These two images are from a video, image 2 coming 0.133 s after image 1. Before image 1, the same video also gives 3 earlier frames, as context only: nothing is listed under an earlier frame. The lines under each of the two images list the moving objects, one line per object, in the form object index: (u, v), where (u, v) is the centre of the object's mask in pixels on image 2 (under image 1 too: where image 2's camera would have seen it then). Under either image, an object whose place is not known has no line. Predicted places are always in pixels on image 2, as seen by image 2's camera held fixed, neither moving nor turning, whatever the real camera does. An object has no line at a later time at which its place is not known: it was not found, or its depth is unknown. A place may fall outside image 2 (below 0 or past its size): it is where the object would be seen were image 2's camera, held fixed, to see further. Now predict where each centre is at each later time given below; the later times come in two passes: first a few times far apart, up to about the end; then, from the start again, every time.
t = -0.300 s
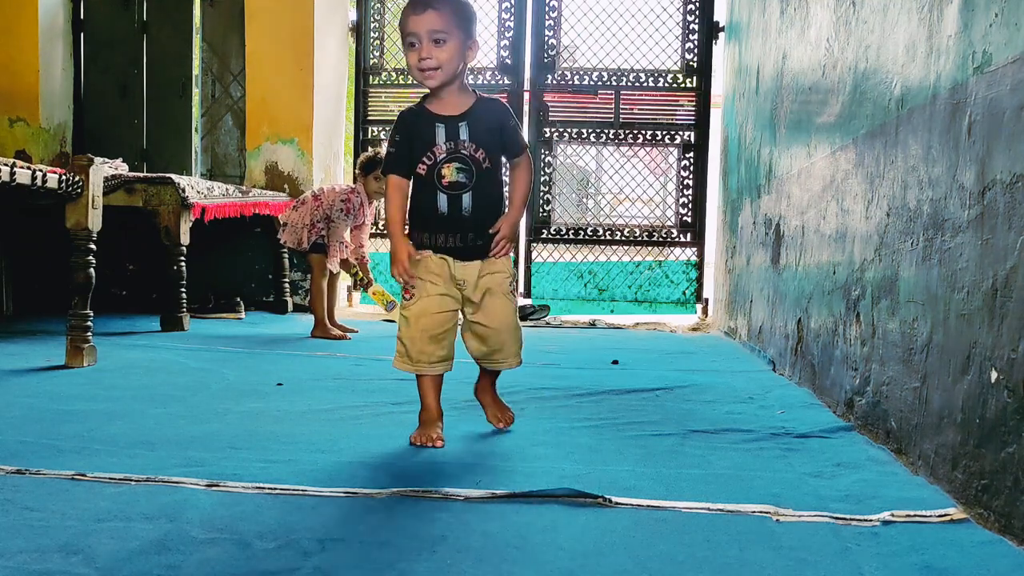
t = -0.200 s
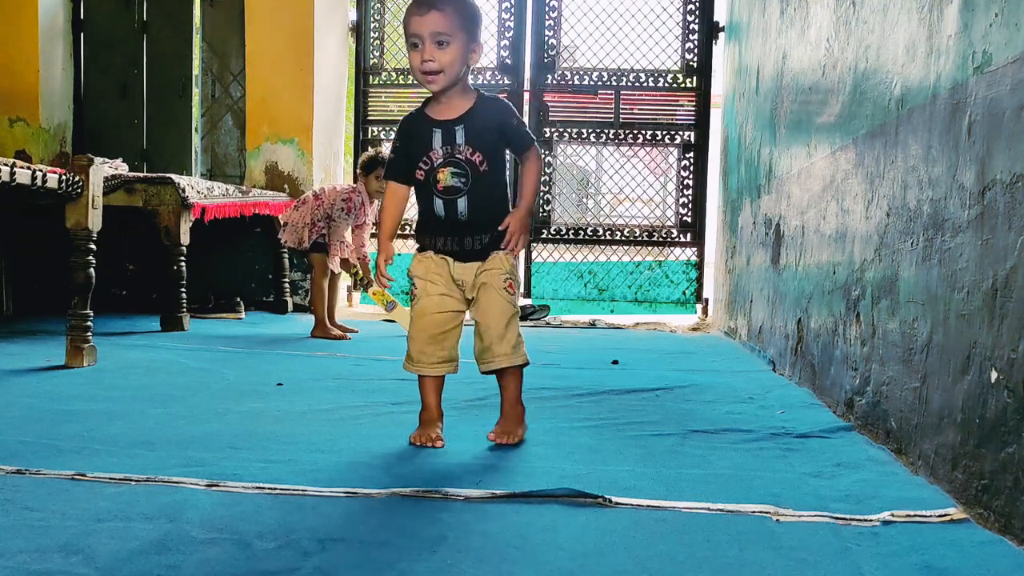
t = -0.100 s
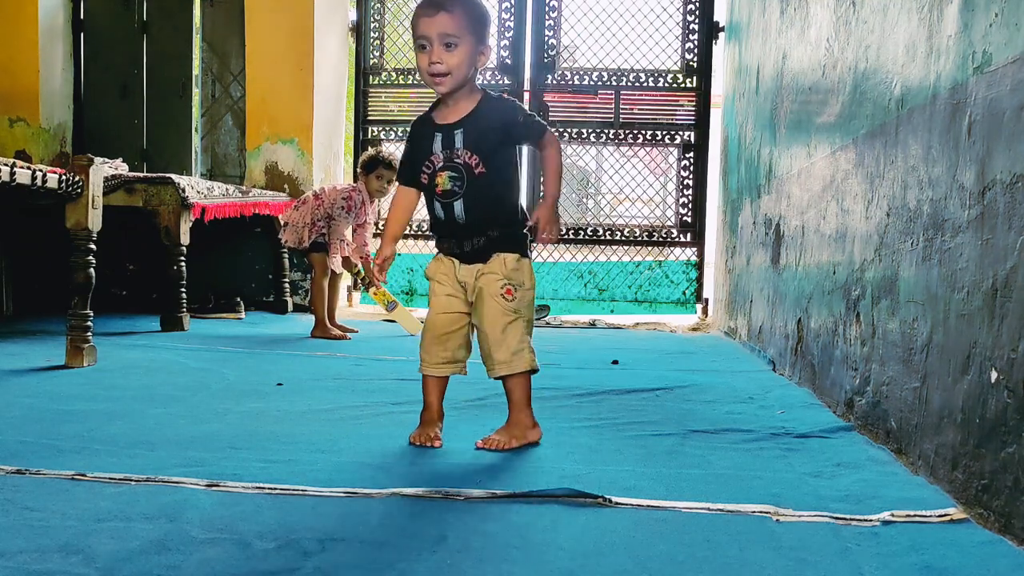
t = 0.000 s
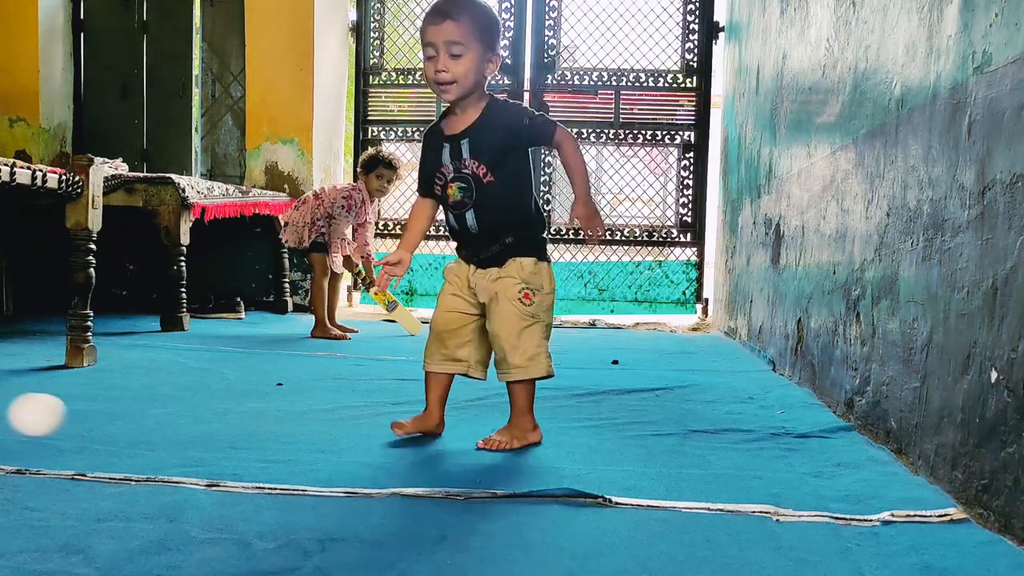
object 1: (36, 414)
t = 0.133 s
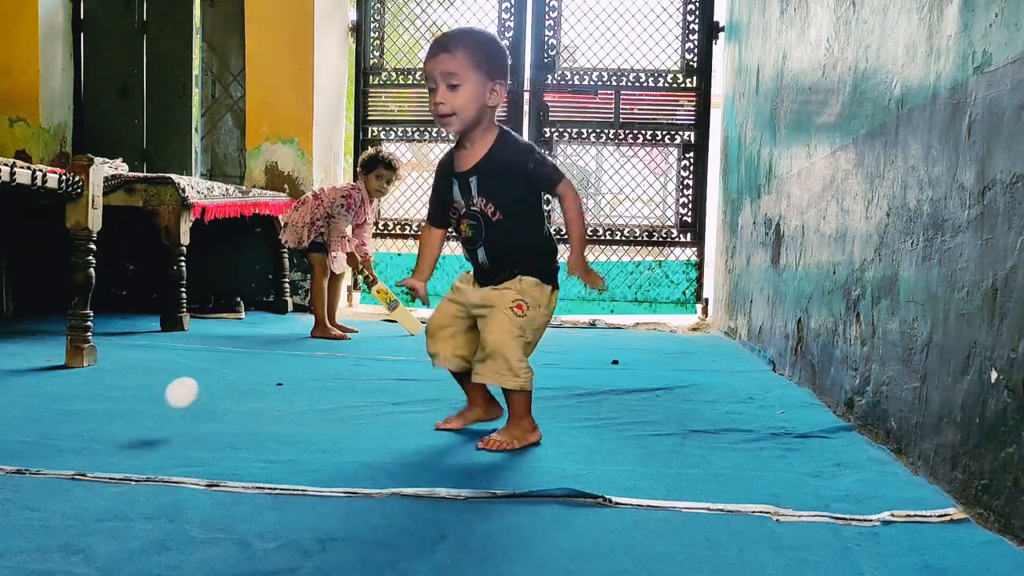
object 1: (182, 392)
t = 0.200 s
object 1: (214, 368)
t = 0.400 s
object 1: (269, 363)
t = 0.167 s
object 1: (199, 376)
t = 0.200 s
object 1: (214, 368)
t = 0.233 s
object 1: (228, 364)
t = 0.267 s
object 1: (239, 366)
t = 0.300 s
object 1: (250, 373)
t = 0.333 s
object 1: (258, 369)
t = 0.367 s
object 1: (264, 364)
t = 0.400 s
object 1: (269, 363)
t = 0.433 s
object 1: (277, 358)
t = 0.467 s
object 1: (284, 354)
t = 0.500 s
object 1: (291, 353)
